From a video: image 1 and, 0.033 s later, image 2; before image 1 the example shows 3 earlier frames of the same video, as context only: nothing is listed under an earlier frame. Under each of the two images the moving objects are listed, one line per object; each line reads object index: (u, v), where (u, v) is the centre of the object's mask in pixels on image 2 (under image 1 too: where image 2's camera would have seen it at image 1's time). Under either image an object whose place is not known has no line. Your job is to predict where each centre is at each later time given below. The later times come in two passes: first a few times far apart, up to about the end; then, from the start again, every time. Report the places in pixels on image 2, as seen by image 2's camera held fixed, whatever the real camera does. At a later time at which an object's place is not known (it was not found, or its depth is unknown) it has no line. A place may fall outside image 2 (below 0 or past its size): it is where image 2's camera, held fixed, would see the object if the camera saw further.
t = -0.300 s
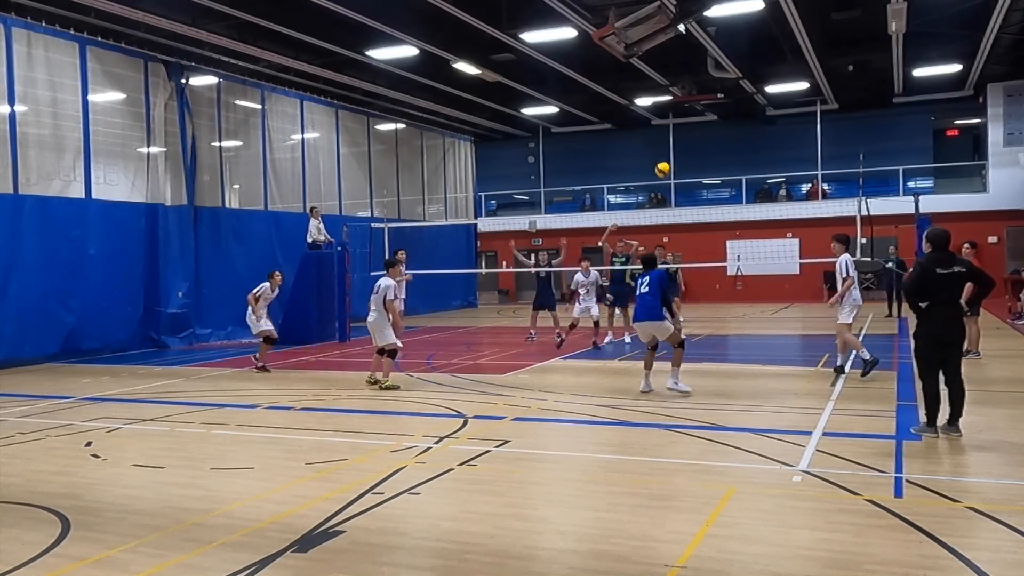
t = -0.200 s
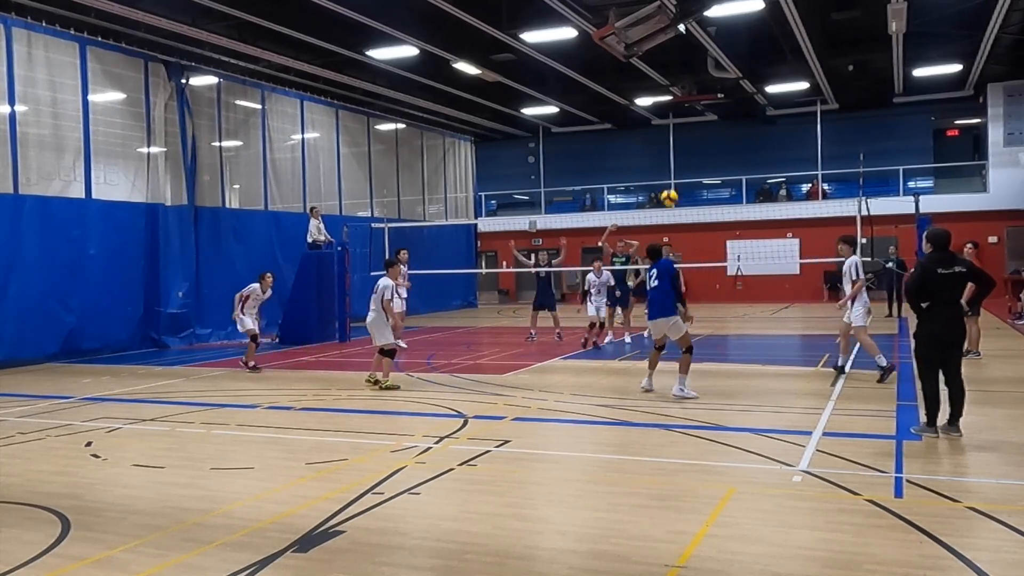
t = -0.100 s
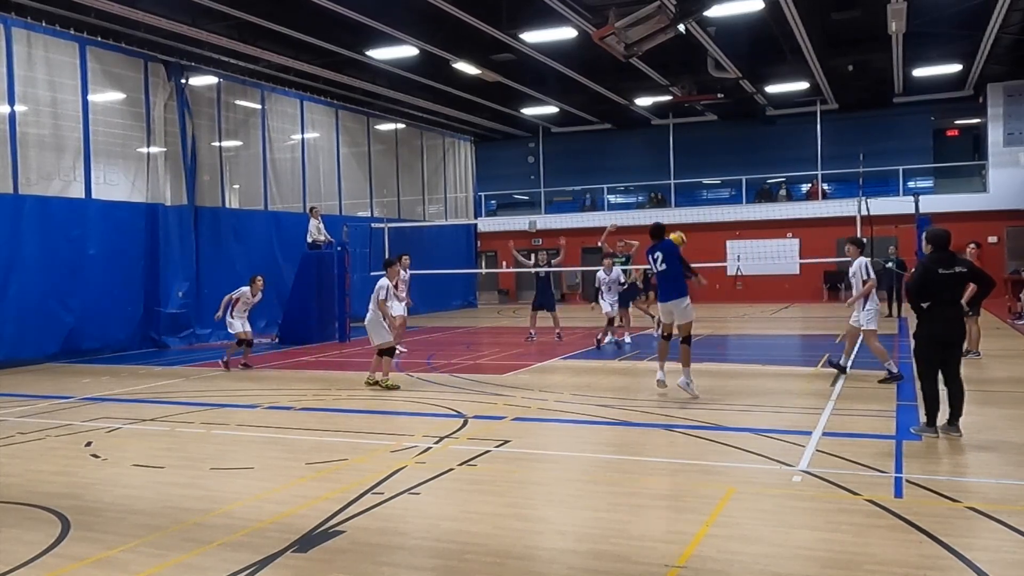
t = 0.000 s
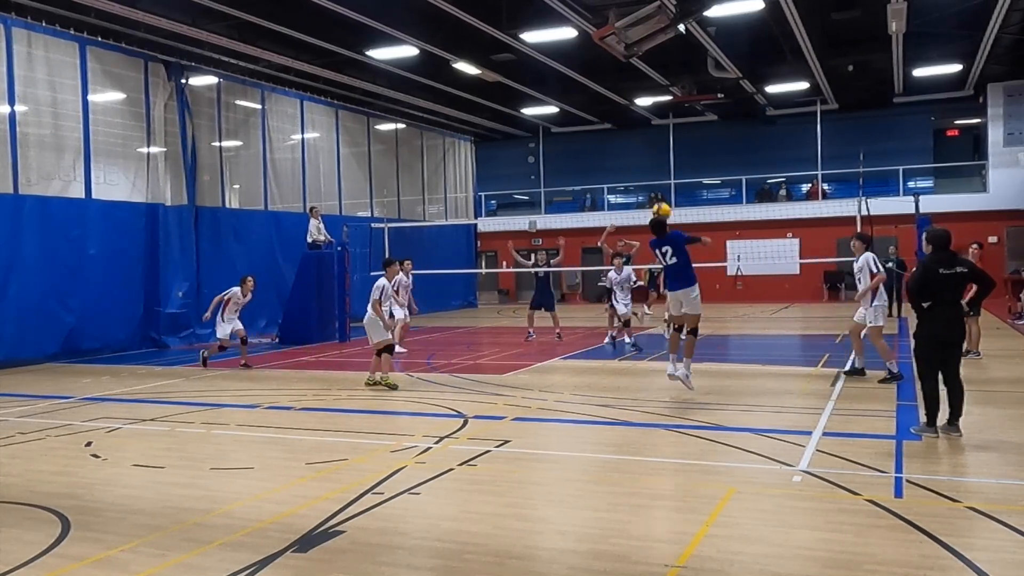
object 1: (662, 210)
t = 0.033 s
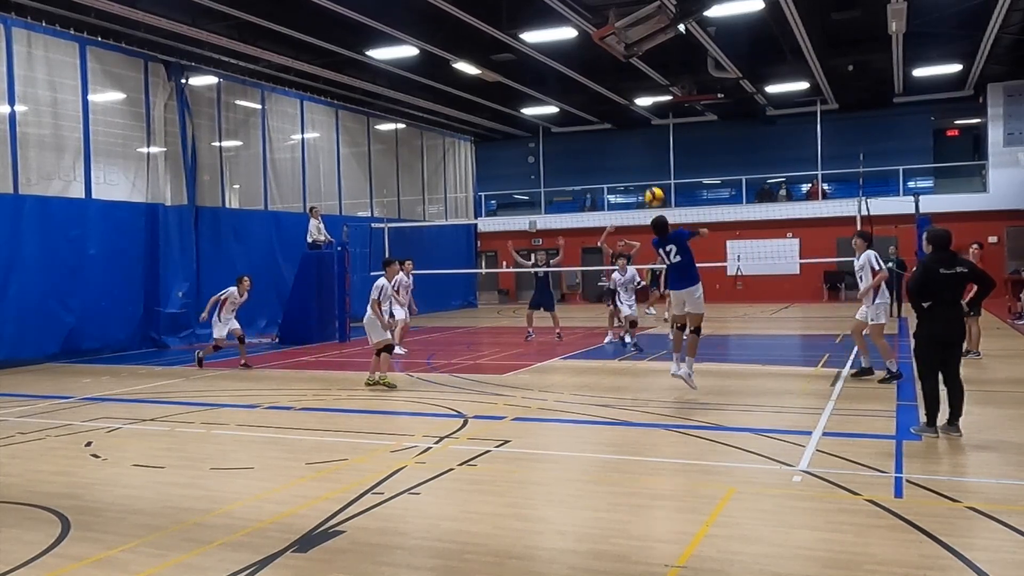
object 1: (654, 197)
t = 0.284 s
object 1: (603, 118)
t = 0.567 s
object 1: (552, 95)
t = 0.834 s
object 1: (511, 131)
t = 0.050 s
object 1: (650, 188)
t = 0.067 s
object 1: (647, 182)
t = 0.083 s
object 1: (644, 176)
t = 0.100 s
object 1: (640, 169)
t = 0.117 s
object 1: (636, 163)
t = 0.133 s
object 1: (633, 158)
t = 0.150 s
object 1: (630, 152)
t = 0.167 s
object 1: (626, 147)
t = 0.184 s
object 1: (623, 142)
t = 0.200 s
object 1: (620, 137)
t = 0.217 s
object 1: (617, 133)
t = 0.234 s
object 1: (613, 129)
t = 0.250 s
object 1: (610, 125)
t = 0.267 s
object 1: (607, 121)
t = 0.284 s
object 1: (603, 118)
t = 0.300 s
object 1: (600, 115)
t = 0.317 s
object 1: (597, 112)
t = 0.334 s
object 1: (594, 109)
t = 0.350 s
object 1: (591, 106)
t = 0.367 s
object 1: (588, 104)
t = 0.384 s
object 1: (585, 102)
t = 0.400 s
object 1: (582, 100)
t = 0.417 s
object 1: (579, 99)
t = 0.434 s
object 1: (576, 97)
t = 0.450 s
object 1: (573, 96)
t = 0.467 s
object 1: (570, 95)
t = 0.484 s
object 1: (567, 95)
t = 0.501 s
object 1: (564, 94)
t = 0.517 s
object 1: (561, 94)
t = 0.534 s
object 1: (558, 94)
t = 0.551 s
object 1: (555, 94)
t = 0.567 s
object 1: (552, 95)
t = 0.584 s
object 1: (550, 96)
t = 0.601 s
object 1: (547, 97)
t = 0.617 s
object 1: (544, 98)
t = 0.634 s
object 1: (541, 98)
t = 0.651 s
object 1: (538, 100)
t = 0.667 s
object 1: (536, 101)
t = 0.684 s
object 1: (533, 104)
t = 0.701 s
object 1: (530, 106)
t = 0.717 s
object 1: (528, 108)
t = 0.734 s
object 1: (525, 111)
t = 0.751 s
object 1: (522, 114)
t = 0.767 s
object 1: (520, 118)
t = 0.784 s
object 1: (518, 120)
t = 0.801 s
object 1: (515, 123)
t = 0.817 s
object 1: (513, 127)
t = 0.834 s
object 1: (511, 131)
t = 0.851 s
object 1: (508, 134)
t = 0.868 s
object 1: (505, 138)
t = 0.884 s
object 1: (503, 143)
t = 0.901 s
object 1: (501, 147)
